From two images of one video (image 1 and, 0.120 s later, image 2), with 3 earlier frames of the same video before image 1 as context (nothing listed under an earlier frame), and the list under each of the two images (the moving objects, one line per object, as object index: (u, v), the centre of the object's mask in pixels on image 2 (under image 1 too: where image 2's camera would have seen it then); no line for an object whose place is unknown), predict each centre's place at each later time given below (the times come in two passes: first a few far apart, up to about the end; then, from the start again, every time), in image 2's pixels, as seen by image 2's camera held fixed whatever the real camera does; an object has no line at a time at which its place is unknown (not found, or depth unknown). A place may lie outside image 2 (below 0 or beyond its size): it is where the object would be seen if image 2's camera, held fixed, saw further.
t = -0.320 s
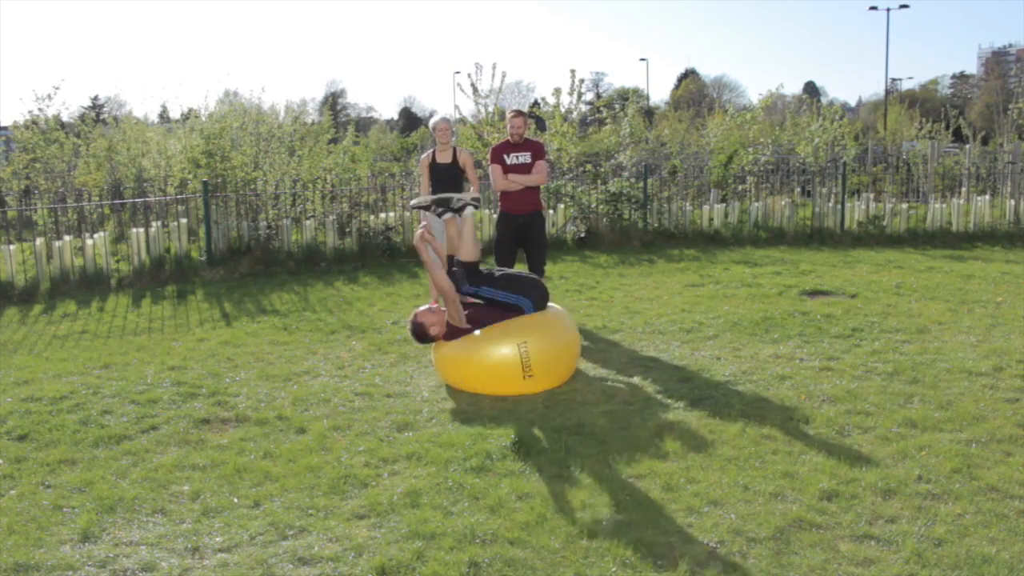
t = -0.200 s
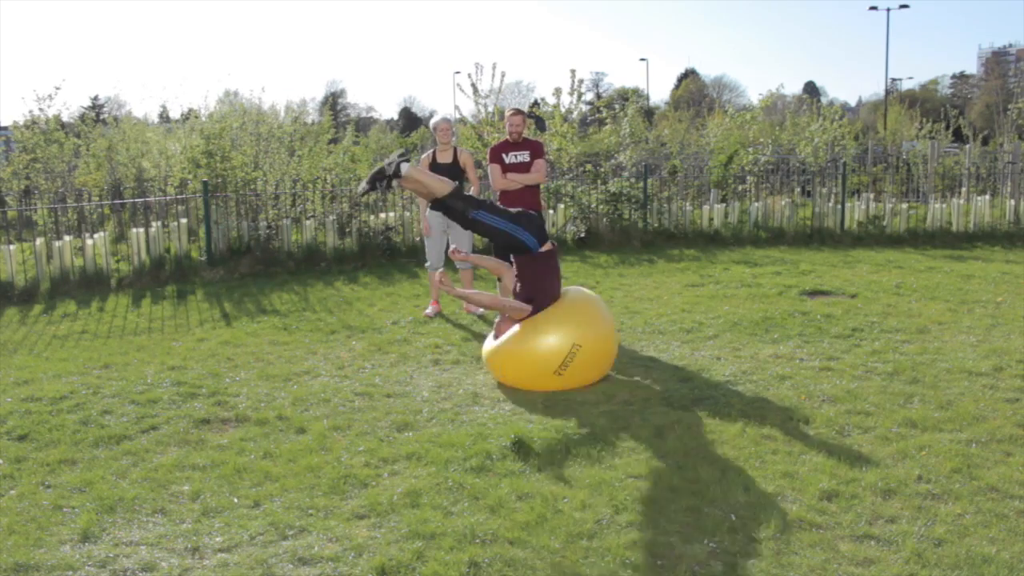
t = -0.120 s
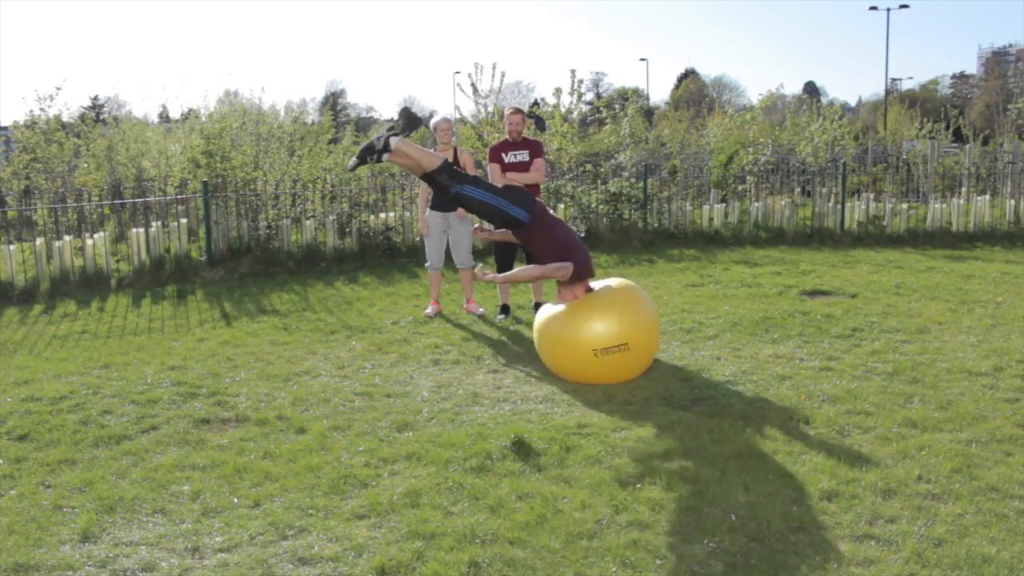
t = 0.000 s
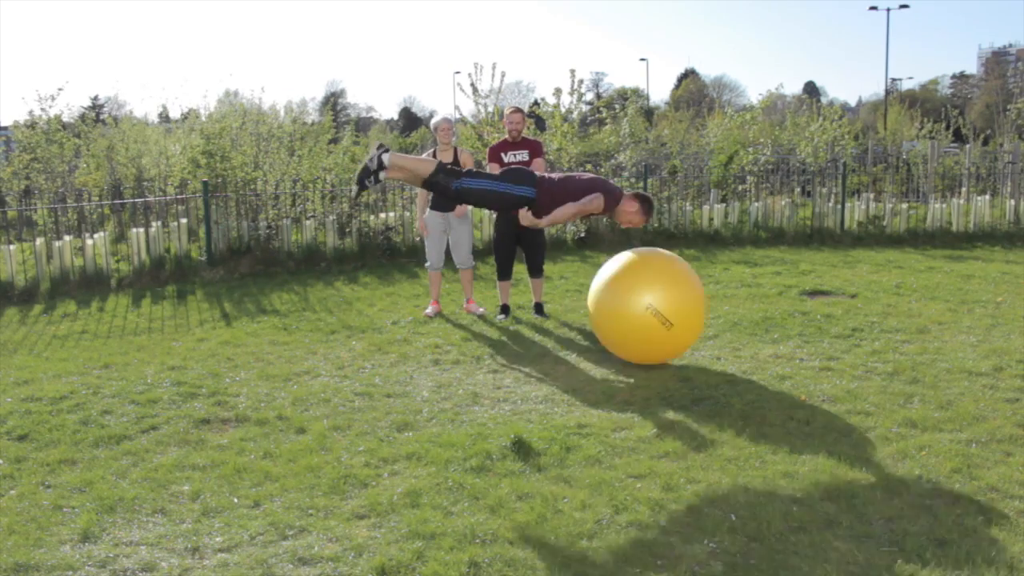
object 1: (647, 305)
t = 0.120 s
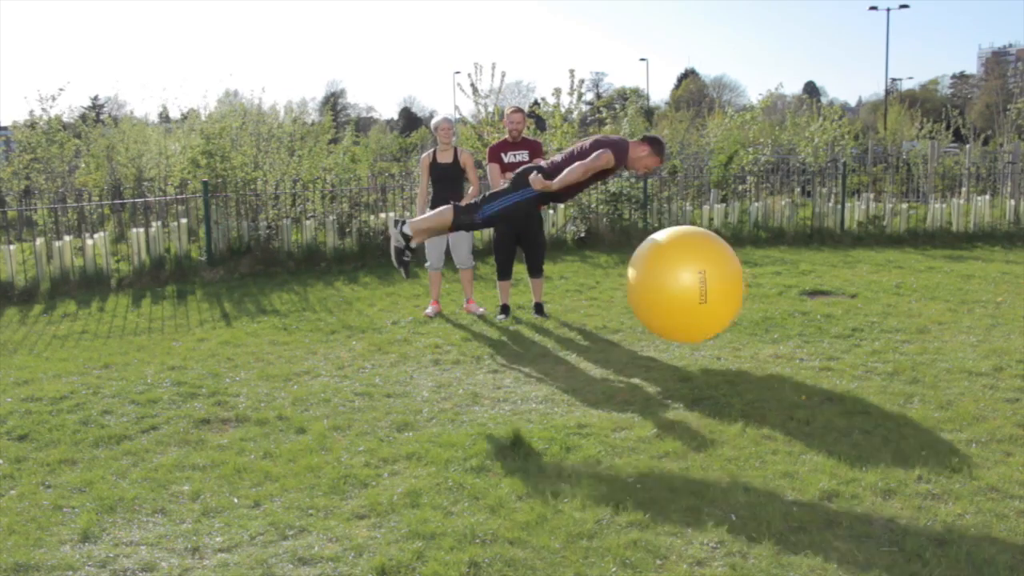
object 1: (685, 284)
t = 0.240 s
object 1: (718, 281)
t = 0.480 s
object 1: (775, 300)
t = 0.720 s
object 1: (831, 277)
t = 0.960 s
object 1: (884, 291)
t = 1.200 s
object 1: (932, 285)
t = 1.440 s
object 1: (974, 284)
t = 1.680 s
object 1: (995, 294)
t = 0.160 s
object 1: (696, 281)
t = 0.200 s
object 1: (708, 280)
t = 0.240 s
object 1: (718, 281)
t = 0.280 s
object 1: (728, 285)
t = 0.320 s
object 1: (737, 290)
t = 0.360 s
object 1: (747, 297)
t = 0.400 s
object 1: (755, 305)
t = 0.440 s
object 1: (766, 307)
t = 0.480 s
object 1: (775, 300)
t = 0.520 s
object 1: (785, 291)
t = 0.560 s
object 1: (794, 284)
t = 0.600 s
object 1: (803, 280)
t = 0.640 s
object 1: (813, 277)
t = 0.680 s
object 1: (822, 276)
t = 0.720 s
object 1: (831, 277)
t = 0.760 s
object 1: (840, 280)
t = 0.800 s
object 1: (849, 285)
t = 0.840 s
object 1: (858, 292)
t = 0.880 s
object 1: (866, 298)
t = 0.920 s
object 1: (875, 298)
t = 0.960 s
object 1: (884, 291)
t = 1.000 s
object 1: (892, 286)
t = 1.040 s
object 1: (901, 282)
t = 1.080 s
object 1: (909, 280)
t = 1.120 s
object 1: (917, 280)
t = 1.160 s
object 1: (925, 282)
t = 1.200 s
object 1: (932, 285)
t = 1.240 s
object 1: (940, 290)
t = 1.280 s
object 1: (947, 296)
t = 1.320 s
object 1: (954, 296)
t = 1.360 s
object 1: (962, 291)
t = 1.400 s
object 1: (969, 287)
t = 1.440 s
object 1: (974, 284)
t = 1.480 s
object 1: (978, 282)
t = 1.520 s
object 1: (982, 283)
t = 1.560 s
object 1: (986, 286)
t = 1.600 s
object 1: (989, 289)
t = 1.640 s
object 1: (992, 293)
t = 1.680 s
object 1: (995, 294)
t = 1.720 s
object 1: (999, 292)
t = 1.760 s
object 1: (1002, 289)
